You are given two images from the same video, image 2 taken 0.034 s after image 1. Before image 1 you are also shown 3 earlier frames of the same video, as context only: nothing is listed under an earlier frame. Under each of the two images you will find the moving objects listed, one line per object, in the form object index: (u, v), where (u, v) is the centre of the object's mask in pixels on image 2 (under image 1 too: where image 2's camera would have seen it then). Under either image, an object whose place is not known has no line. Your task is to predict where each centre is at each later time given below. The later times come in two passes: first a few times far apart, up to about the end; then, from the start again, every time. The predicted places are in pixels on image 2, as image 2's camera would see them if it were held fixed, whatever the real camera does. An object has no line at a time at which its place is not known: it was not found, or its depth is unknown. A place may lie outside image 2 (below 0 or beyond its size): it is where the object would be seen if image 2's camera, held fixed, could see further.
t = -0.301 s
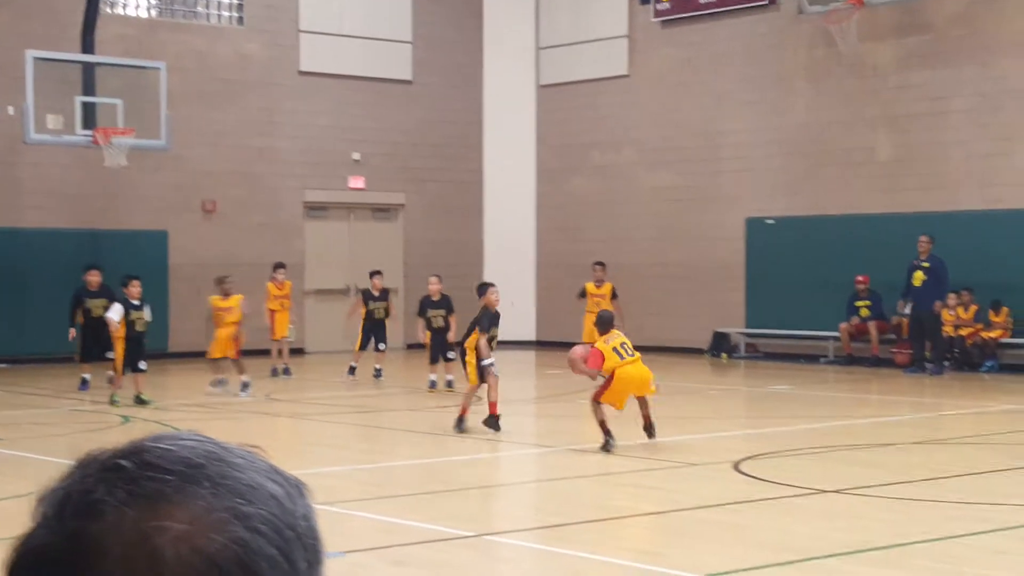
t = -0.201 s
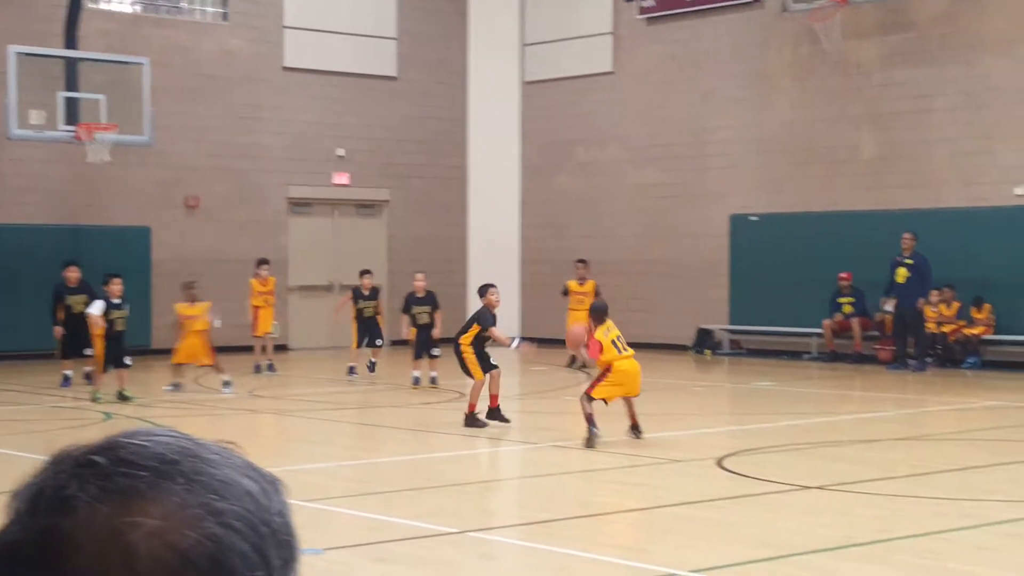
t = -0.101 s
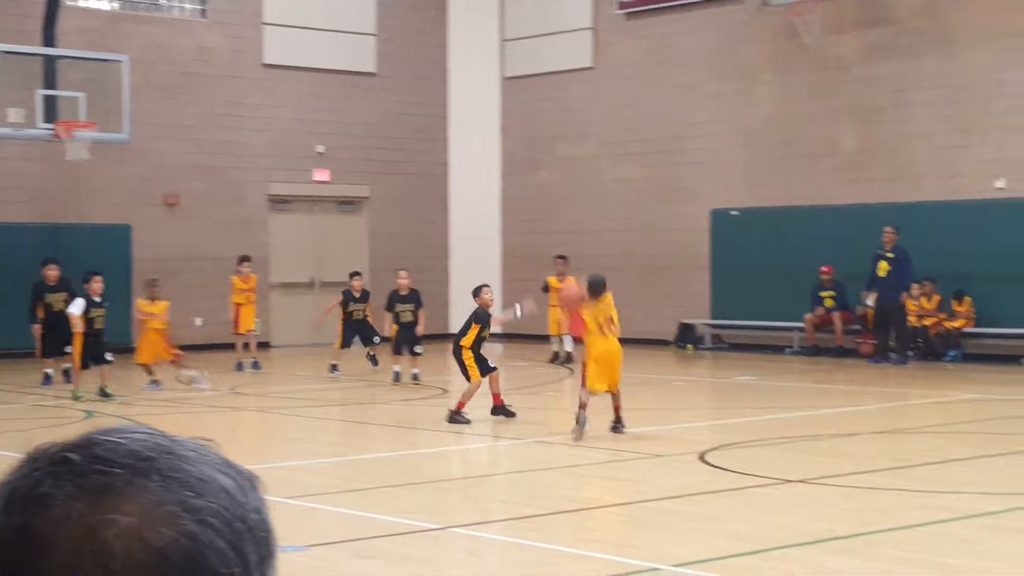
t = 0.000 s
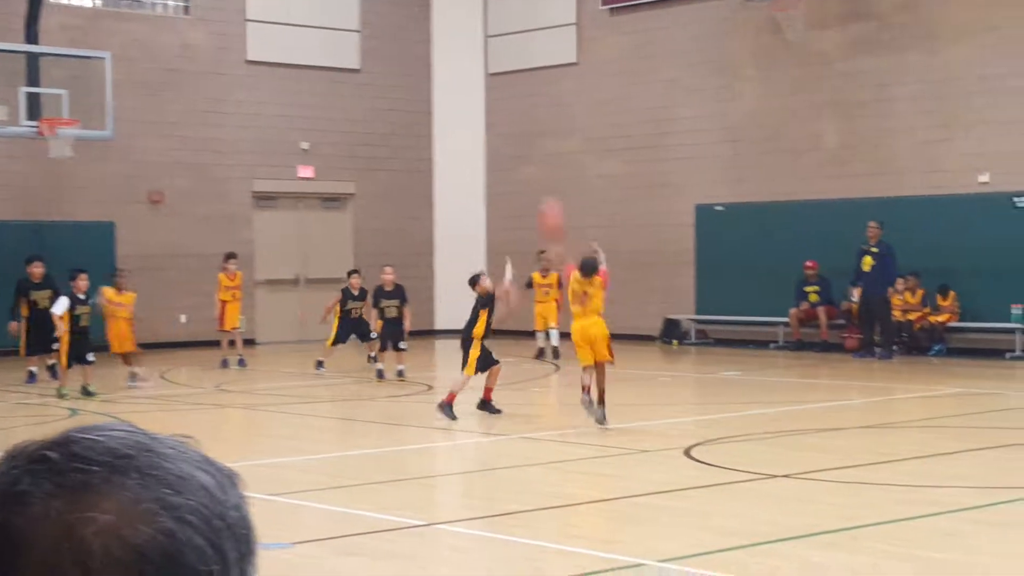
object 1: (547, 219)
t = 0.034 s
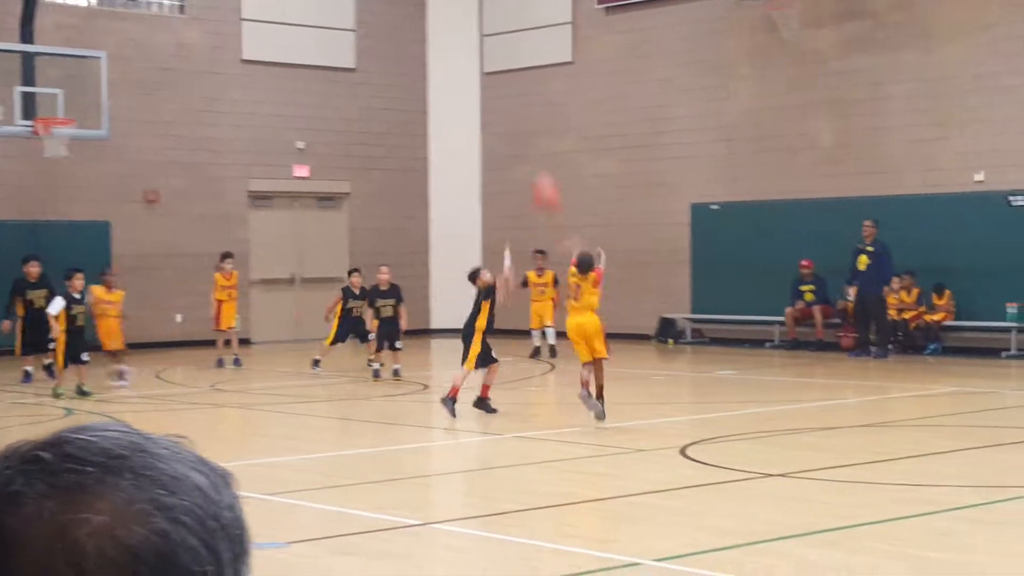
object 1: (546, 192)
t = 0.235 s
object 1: (538, 90)
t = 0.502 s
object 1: (533, 37)
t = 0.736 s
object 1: (530, 48)
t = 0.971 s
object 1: (531, 102)
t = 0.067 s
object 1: (545, 172)
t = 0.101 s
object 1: (543, 152)
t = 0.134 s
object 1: (541, 134)
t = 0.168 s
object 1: (540, 118)
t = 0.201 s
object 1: (539, 104)
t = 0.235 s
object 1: (538, 90)
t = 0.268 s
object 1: (538, 80)
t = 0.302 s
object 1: (537, 71)
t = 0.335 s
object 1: (536, 61)
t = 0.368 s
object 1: (535, 54)
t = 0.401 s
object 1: (534, 48)
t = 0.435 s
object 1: (534, 44)
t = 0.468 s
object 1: (533, 40)
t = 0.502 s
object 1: (533, 37)
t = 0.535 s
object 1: (532, 36)
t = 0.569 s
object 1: (532, 36)
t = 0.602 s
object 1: (531, 36)
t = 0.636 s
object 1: (531, 37)
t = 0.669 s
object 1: (530, 39)
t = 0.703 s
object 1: (530, 43)
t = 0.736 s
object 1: (530, 48)
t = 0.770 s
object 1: (530, 53)
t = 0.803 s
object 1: (530, 60)
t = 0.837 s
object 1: (531, 68)
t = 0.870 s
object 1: (531, 75)
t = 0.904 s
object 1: (531, 82)
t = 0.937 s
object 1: (531, 92)
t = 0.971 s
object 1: (531, 102)
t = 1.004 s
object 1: (531, 111)
